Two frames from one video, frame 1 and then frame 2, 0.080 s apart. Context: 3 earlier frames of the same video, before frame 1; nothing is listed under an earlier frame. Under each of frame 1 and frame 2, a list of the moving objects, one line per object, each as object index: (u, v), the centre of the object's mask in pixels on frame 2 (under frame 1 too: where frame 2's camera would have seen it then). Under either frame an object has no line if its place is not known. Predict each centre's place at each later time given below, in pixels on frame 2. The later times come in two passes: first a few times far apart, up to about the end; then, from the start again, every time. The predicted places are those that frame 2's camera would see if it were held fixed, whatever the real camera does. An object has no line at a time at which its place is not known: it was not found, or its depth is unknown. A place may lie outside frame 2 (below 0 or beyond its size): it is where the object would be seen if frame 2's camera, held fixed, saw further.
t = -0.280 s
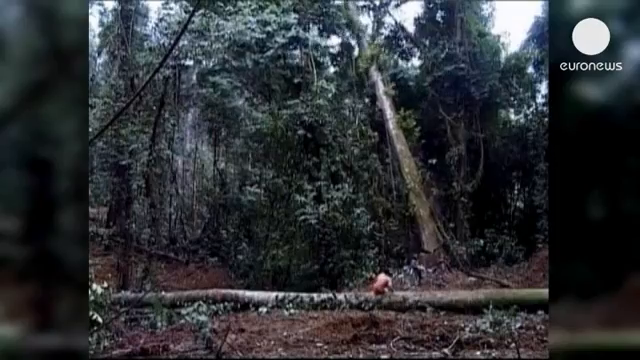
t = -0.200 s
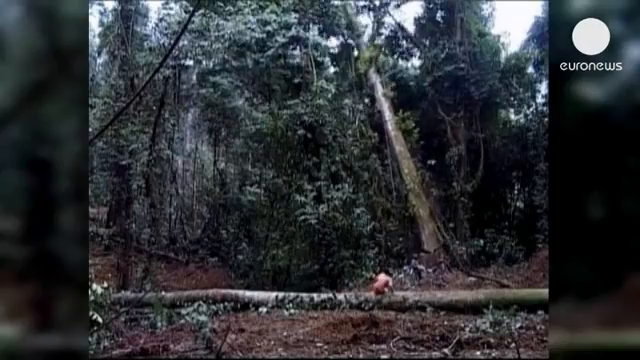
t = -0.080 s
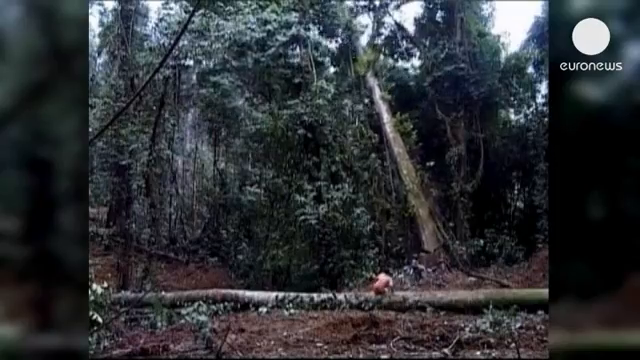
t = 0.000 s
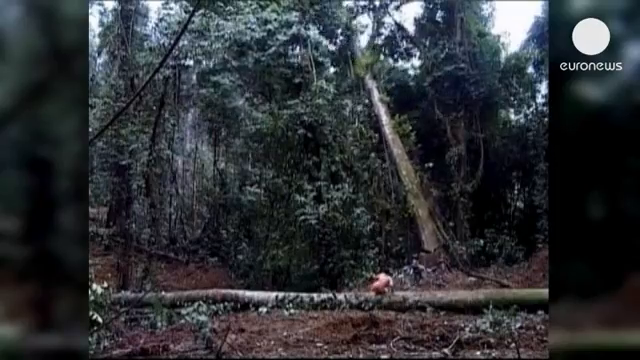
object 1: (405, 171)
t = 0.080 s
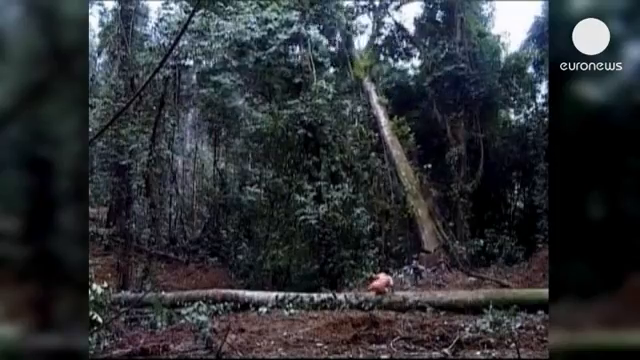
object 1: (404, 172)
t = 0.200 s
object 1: (403, 174)
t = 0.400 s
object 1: (394, 163)
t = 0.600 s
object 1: (401, 185)
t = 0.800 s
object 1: (400, 190)
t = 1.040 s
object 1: (398, 197)
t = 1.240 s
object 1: (394, 199)
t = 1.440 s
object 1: (396, 209)
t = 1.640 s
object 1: (393, 209)
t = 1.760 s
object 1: (395, 214)
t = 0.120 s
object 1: (403, 172)
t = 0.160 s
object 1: (403, 173)
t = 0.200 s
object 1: (403, 174)
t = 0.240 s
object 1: (402, 174)
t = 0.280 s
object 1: (402, 175)
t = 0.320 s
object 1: (402, 176)
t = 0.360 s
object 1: (401, 176)
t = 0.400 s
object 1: (394, 163)
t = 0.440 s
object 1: (401, 179)
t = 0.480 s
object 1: (401, 180)
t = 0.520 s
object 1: (401, 182)
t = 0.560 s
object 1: (401, 183)
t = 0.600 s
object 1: (401, 185)
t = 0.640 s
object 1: (402, 187)
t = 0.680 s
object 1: (401, 188)
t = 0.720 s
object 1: (400, 187)
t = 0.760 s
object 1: (400, 188)
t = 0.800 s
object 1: (400, 190)
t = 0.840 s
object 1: (400, 192)
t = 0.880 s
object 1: (397, 190)
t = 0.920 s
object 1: (399, 194)
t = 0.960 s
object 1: (399, 196)
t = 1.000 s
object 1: (398, 195)
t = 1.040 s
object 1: (398, 197)
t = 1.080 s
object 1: (398, 198)
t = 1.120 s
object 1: (399, 201)
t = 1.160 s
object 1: (398, 202)
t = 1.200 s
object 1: (398, 203)
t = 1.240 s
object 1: (394, 199)
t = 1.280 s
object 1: (393, 200)
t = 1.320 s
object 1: (393, 201)
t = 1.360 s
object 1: (397, 208)
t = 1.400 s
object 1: (395, 207)
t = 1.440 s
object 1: (396, 209)
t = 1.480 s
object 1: (392, 205)
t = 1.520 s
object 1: (392, 205)
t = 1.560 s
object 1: (392, 206)
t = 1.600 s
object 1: (393, 209)
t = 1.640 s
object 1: (393, 209)
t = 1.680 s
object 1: (394, 211)
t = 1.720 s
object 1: (395, 212)
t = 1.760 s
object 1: (395, 214)
